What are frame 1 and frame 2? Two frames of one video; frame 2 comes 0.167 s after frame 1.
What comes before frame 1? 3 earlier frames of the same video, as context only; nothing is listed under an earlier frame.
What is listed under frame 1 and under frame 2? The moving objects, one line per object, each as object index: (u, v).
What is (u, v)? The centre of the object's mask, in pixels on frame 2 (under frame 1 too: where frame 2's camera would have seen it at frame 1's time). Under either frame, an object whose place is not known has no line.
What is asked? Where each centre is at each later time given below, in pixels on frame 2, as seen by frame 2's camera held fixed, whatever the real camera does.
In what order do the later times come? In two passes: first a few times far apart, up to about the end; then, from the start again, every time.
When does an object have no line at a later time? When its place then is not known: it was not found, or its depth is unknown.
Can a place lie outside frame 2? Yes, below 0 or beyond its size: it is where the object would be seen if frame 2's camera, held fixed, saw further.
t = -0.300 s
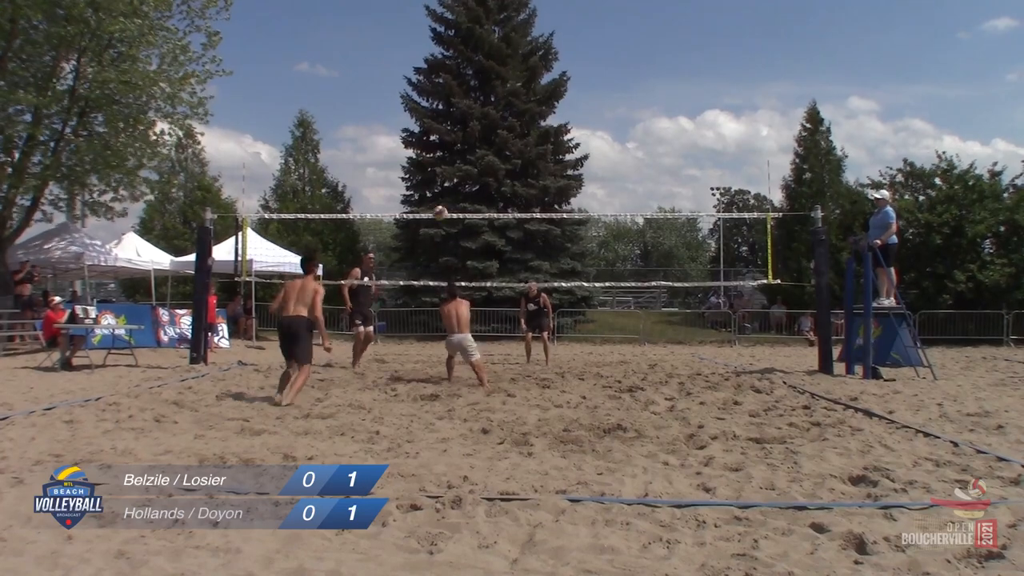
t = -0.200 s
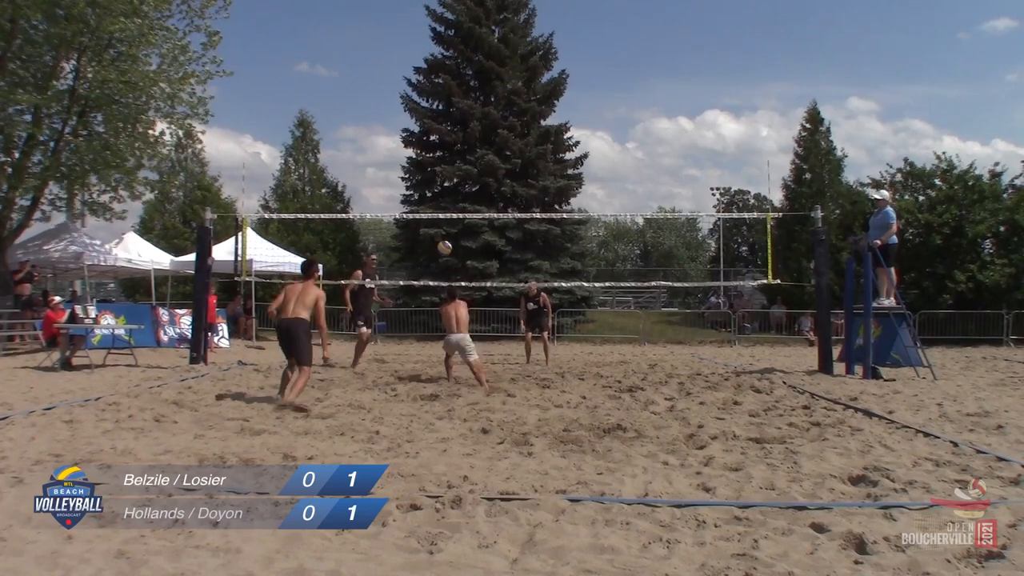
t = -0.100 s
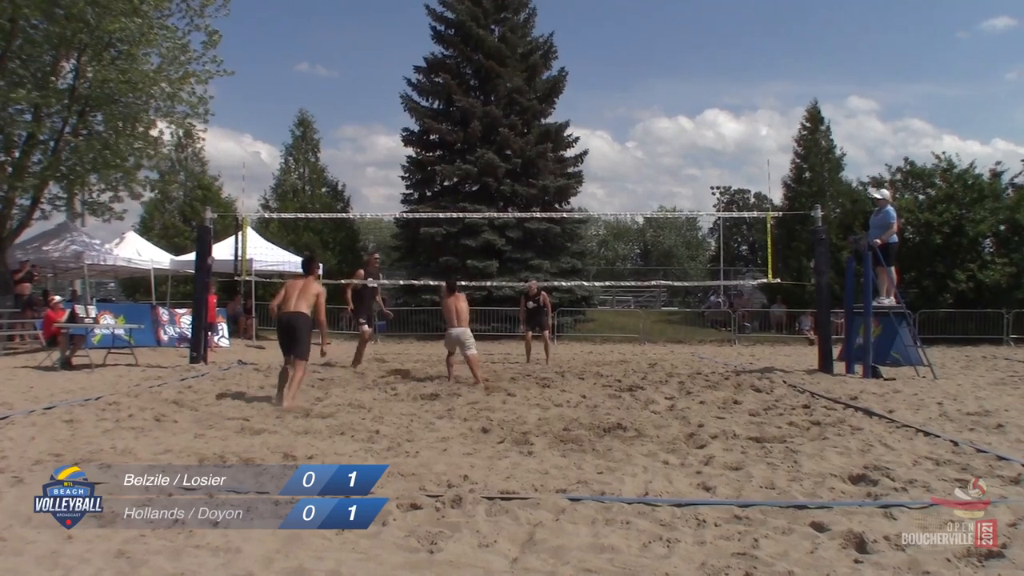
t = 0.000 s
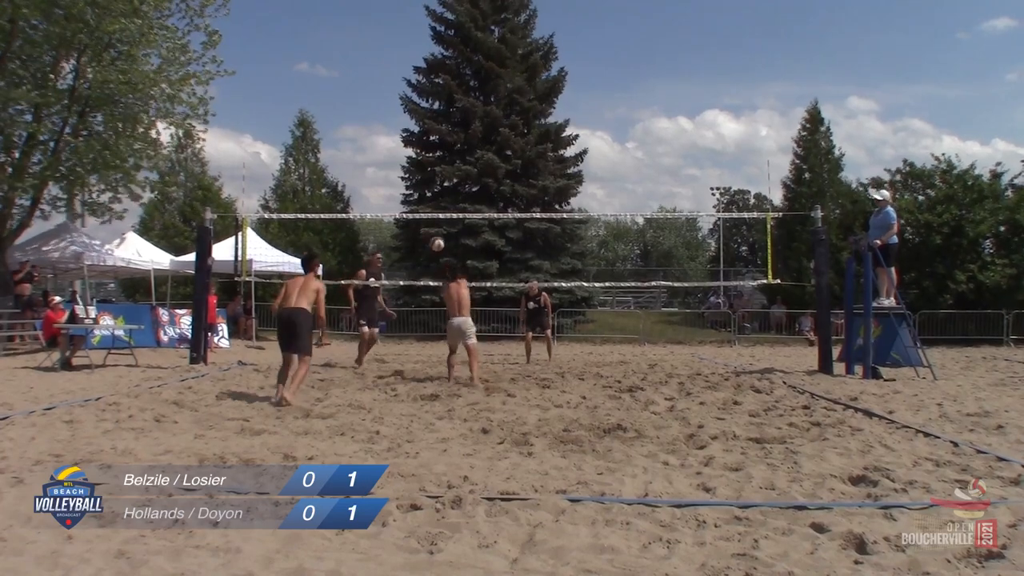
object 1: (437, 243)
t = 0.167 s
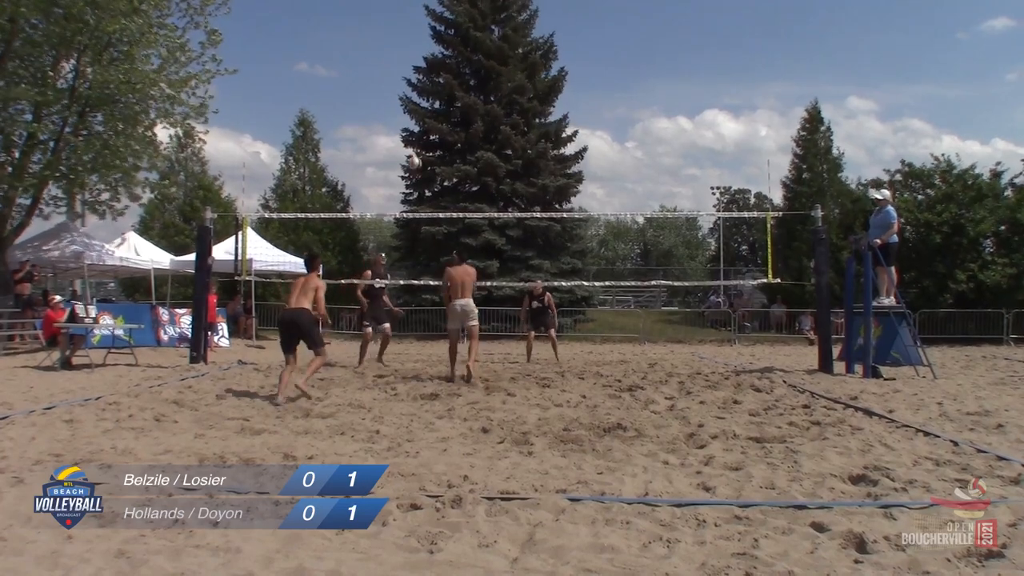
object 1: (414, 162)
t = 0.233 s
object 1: (405, 137)
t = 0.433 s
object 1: (377, 77)
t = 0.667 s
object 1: (345, 42)
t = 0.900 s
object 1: (310, 43)
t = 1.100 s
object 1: (280, 70)
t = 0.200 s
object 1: (409, 149)
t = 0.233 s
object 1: (405, 137)
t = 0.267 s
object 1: (400, 125)
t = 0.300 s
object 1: (395, 114)
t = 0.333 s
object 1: (391, 104)
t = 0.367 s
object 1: (387, 95)
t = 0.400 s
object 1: (382, 86)
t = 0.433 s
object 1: (377, 77)
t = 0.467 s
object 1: (373, 70)
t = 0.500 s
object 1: (367, 63)
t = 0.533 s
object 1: (363, 58)
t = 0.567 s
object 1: (358, 53)
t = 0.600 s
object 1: (354, 49)
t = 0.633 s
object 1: (349, 45)
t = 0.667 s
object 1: (345, 42)
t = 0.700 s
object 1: (340, 41)
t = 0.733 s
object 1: (335, 39)
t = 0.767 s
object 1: (331, 38)
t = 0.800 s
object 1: (325, 38)
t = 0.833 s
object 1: (320, 38)
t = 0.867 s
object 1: (315, 40)
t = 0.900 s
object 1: (310, 43)
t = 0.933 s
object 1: (305, 45)
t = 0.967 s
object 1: (300, 49)
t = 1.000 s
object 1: (296, 53)
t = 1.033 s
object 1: (291, 58)
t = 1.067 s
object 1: (285, 63)
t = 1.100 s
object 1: (280, 70)
